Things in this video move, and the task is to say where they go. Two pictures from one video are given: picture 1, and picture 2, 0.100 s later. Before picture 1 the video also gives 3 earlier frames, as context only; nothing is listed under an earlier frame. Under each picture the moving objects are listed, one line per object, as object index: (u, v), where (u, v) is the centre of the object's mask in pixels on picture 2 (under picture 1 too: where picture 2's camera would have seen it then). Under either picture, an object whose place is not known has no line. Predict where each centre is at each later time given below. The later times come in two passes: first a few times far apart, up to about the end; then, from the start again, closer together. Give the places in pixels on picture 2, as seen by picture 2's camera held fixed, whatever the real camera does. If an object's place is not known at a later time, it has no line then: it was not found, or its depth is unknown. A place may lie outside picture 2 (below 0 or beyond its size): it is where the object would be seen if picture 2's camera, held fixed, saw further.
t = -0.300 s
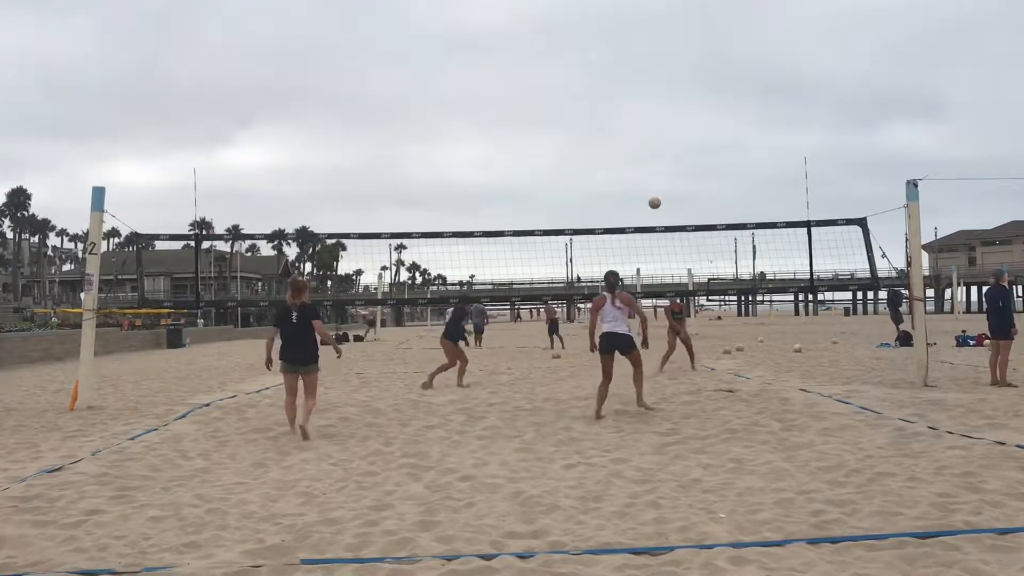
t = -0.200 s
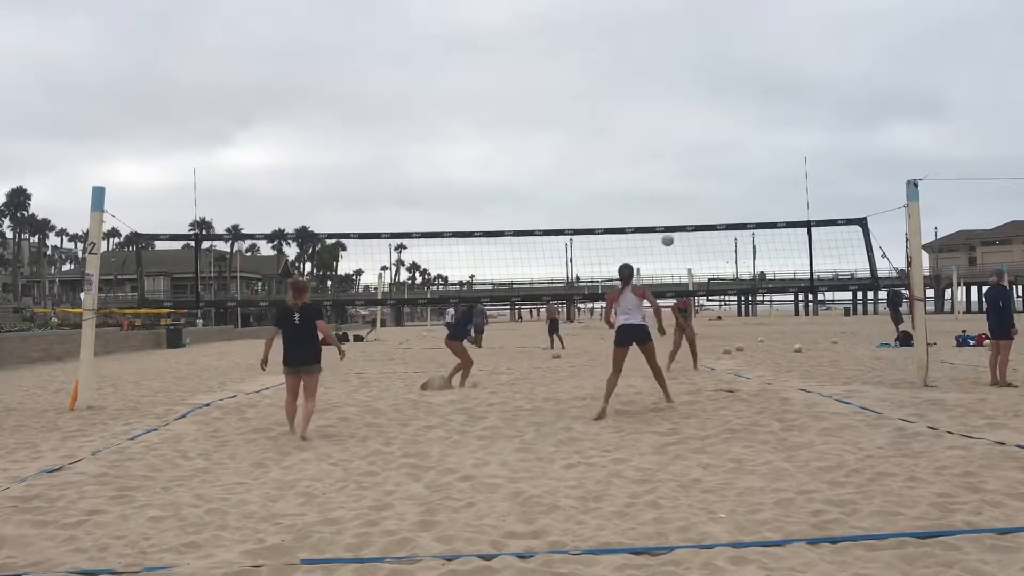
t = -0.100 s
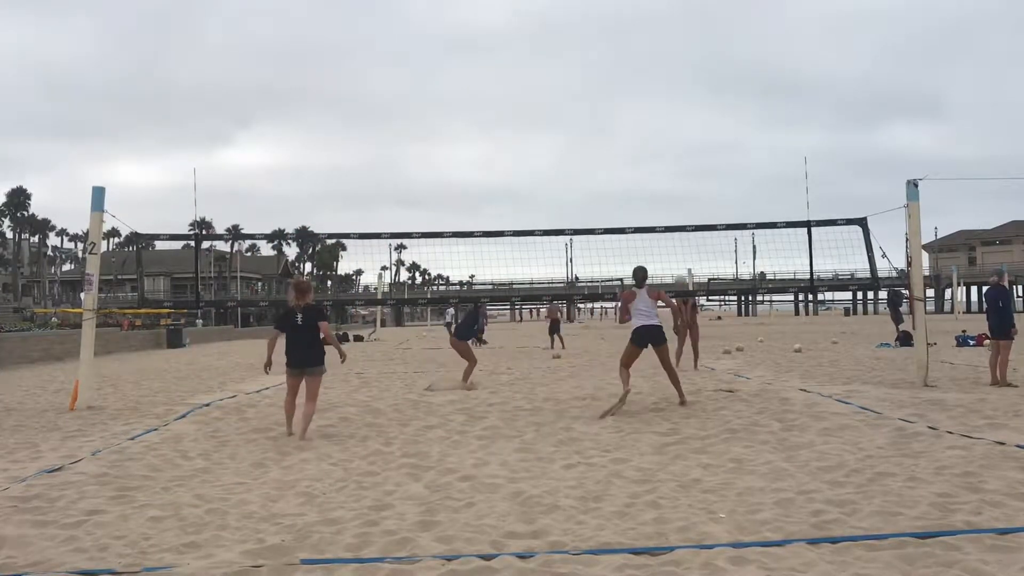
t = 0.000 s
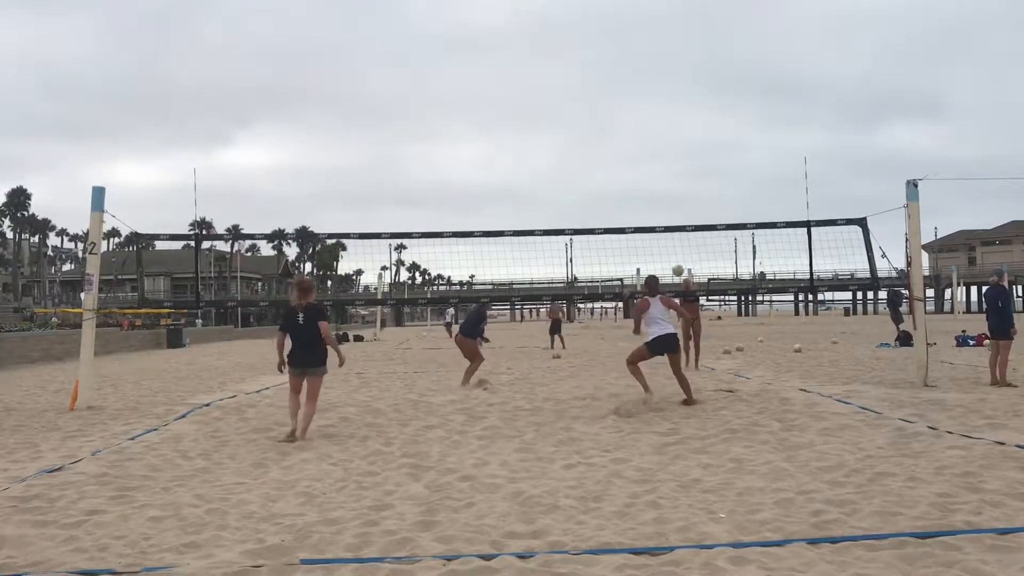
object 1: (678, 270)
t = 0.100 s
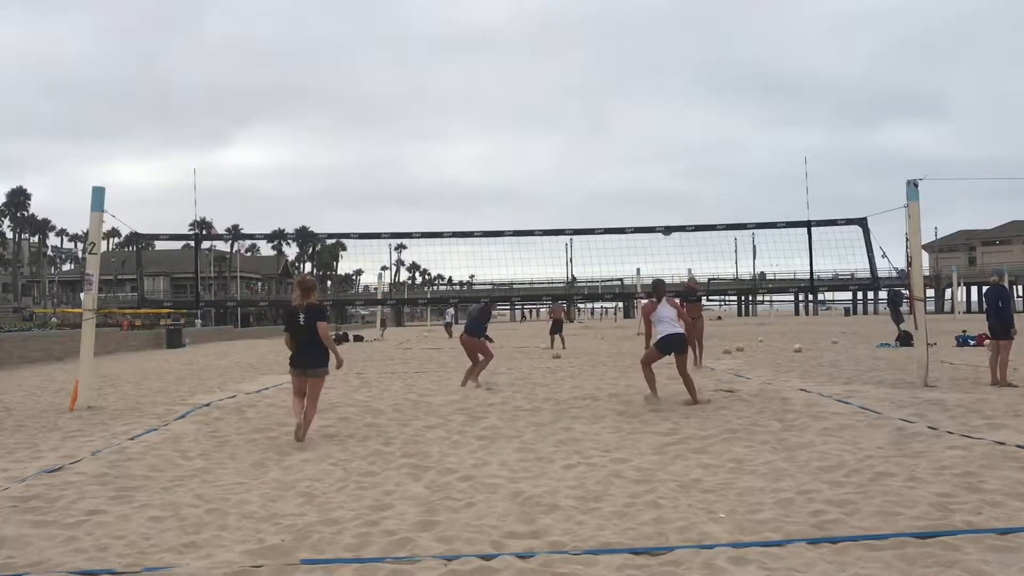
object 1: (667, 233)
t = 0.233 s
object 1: (652, 185)
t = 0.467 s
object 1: (626, 126)
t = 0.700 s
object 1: (600, 97)
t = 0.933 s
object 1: (574, 96)
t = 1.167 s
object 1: (549, 126)
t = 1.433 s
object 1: (522, 199)
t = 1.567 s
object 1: (509, 251)
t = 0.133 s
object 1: (663, 218)
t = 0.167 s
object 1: (659, 206)
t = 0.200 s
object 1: (655, 195)
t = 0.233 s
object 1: (652, 185)
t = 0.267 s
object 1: (648, 174)
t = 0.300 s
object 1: (644, 165)
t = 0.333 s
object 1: (640, 156)
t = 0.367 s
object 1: (637, 148)
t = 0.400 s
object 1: (633, 140)
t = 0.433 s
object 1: (629, 133)
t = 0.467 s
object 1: (626, 126)
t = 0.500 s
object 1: (622, 120)
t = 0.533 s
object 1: (618, 115)
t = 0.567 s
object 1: (614, 110)
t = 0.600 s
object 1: (611, 106)
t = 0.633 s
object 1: (607, 102)
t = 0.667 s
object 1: (604, 99)
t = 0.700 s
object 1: (600, 97)
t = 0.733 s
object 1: (596, 95)
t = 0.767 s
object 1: (592, 94)
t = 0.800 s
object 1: (589, 93)
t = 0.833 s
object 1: (585, 93)
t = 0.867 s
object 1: (582, 93)
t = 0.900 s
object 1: (578, 94)
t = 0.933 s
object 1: (574, 96)
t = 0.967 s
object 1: (571, 98)
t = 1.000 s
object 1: (567, 102)
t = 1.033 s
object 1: (564, 105)
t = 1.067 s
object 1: (560, 110)
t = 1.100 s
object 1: (556, 115)
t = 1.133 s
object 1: (553, 120)
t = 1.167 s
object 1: (549, 126)
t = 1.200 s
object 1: (546, 133)
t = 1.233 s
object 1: (542, 140)
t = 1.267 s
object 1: (539, 149)
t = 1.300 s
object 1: (536, 157)
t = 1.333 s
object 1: (532, 166)
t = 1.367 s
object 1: (529, 177)
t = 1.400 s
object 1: (525, 187)
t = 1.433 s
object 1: (522, 199)
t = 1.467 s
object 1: (519, 211)
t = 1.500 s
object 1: (515, 224)
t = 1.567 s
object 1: (509, 251)
